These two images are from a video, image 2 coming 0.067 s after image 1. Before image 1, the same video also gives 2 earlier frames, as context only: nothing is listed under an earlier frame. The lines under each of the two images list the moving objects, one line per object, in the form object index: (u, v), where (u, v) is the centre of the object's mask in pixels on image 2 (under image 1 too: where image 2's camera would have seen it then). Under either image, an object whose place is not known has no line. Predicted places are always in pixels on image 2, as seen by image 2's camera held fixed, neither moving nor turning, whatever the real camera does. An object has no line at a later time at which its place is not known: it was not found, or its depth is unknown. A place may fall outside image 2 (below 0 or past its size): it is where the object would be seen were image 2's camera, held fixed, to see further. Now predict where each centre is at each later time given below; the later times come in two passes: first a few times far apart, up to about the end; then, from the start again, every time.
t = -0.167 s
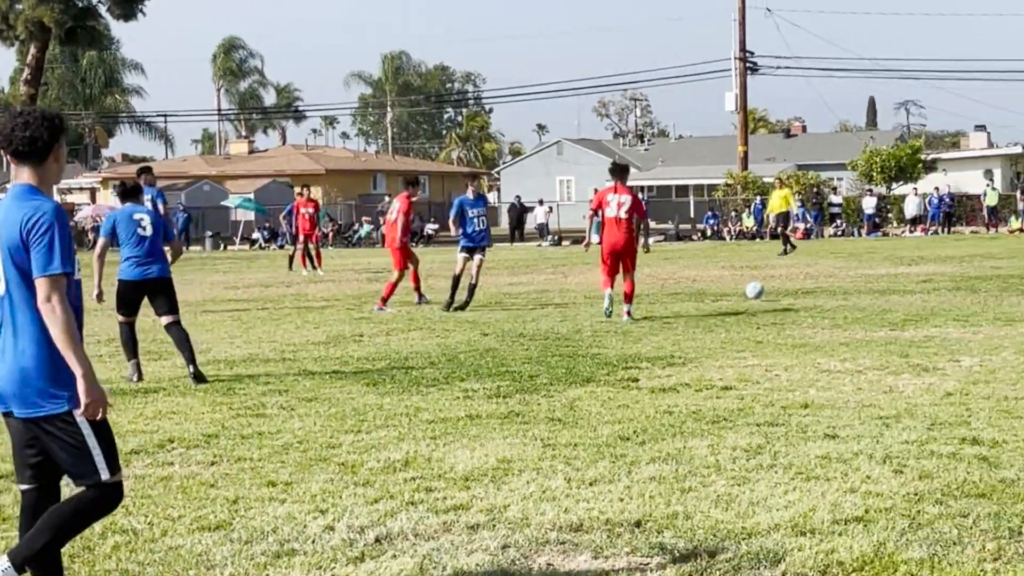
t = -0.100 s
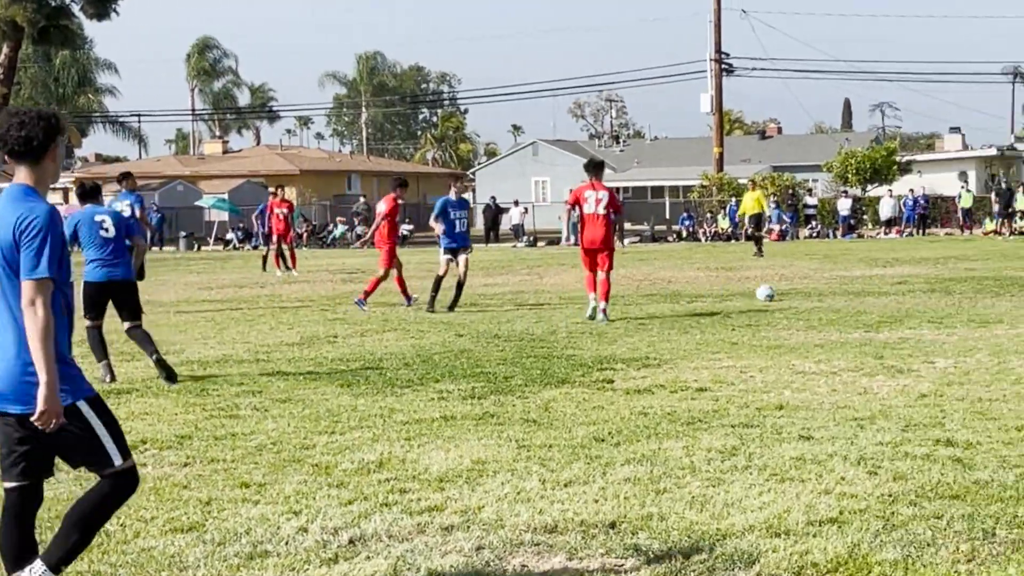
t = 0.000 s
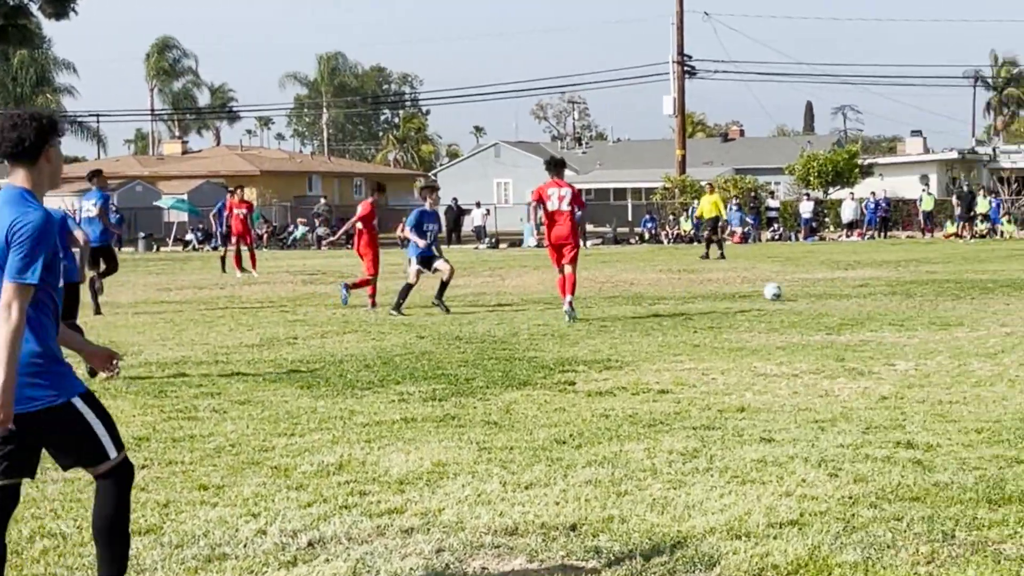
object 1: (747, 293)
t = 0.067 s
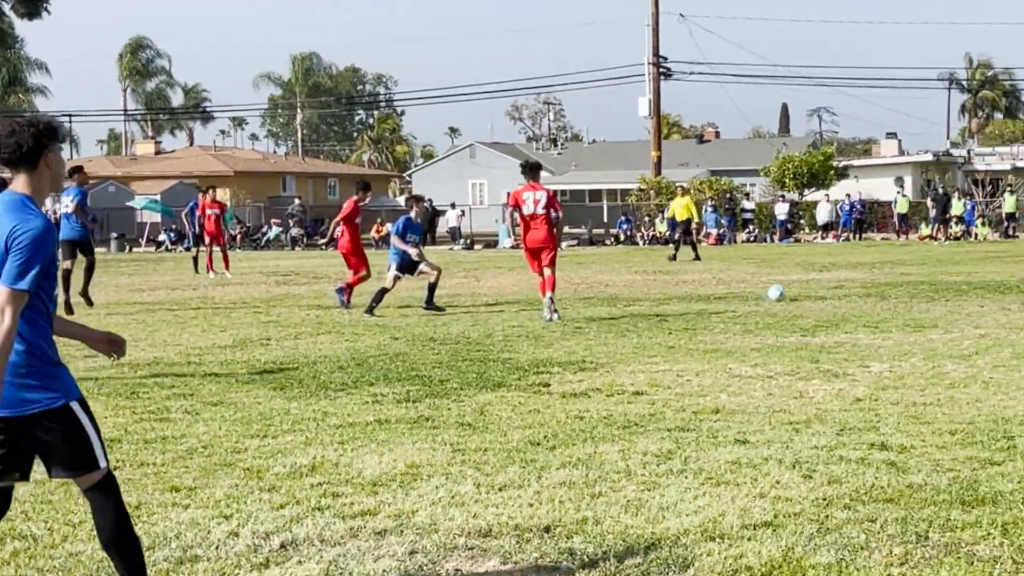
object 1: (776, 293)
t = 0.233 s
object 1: (847, 286)
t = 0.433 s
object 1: (929, 282)
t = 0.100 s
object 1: (791, 293)
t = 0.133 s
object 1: (805, 290)
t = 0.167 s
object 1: (819, 288)
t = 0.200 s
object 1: (834, 286)
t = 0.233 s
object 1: (847, 286)
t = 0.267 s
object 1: (861, 286)
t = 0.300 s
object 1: (876, 287)
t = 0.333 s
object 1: (889, 286)
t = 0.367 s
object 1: (903, 284)
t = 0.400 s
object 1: (916, 283)
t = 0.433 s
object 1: (929, 282)
